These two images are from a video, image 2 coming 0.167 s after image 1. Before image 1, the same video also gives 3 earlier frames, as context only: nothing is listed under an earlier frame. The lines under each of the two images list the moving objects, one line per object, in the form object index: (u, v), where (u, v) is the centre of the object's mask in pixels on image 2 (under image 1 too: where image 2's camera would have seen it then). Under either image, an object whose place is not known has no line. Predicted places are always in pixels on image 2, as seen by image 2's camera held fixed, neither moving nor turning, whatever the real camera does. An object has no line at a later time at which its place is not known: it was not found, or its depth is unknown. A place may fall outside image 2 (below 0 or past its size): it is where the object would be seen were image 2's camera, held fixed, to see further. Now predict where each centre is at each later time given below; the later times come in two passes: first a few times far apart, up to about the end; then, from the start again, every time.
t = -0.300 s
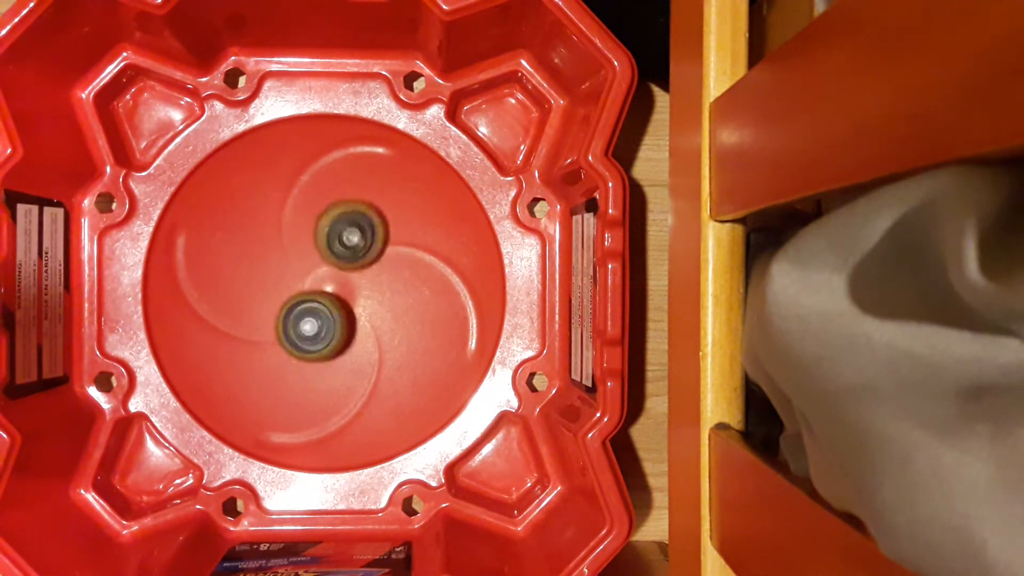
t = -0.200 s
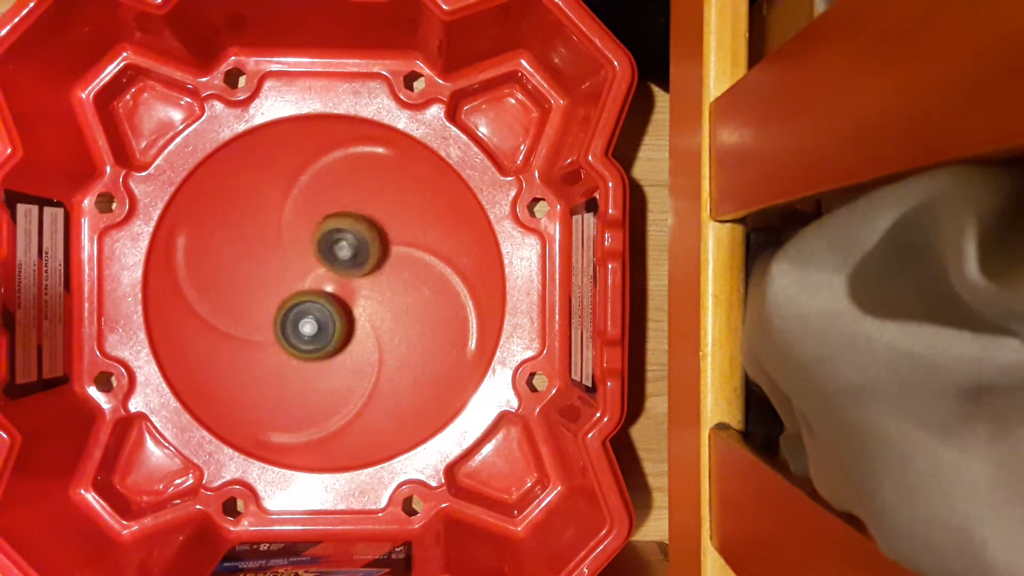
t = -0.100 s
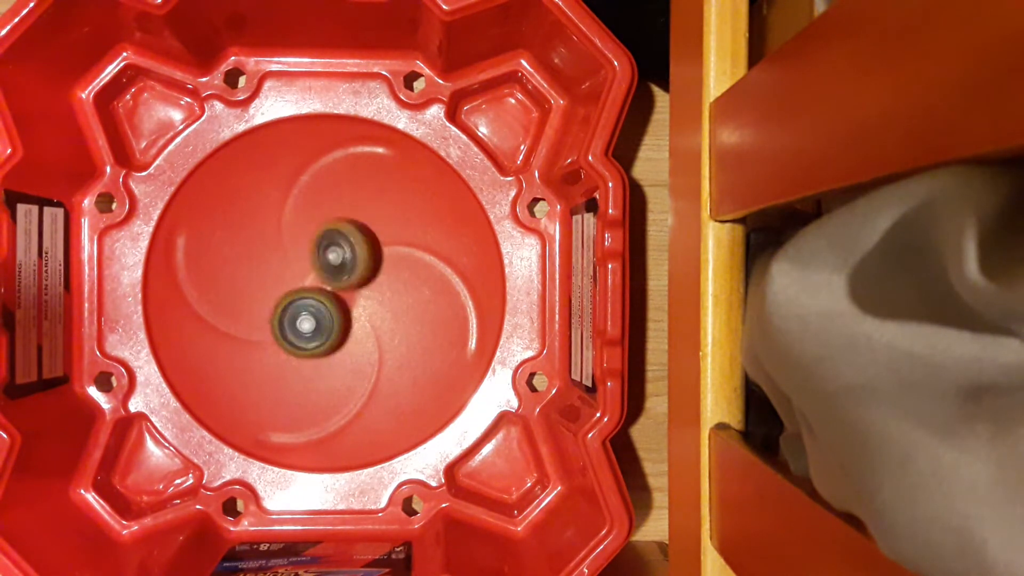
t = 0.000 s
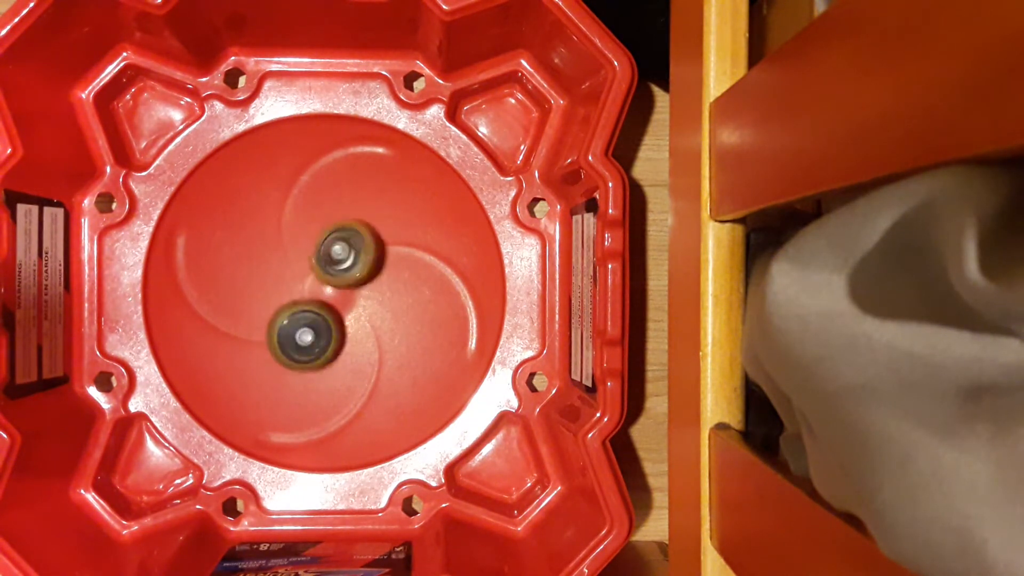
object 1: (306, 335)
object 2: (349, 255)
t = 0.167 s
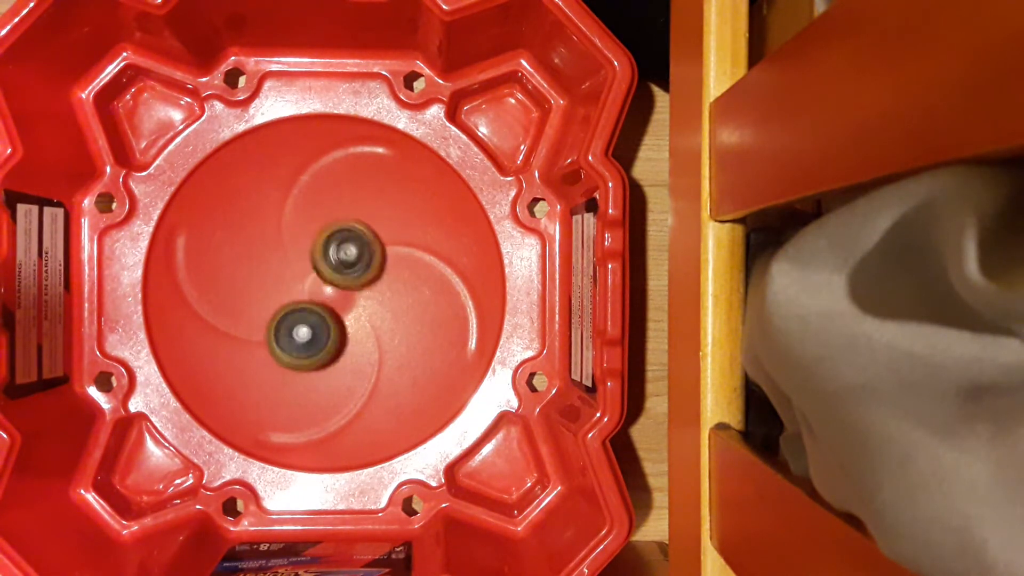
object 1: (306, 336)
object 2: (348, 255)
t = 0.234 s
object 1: (309, 333)
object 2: (348, 259)
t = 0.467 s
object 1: (319, 333)
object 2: (352, 261)
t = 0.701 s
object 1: (320, 338)
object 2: (356, 252)
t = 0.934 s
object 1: (316, 321)
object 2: (362, 264)
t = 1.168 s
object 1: (306, 320)
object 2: (362, 265)
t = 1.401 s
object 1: (314, 323)
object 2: (364, 260)
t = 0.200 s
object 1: (307, 335)
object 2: (348, 257)
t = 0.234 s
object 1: (309, 333)
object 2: (348, 259)
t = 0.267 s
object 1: (311, 332)
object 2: (348, 264)
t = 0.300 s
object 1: (315, 330)
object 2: (346, 267)
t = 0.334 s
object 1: (315, 330)
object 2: (347, 267)
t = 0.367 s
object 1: (316, 332)
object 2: (350, 266)
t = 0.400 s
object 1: (318, 333)
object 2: (350, 266)
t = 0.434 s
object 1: (320, 331)
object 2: (350, 266)
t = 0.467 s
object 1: (319, 333)
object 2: (352, 261)
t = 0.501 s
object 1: (320, 339)
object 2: (355, 253)
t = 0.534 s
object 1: (322, 340)
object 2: (357, 248)
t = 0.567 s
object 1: (323, 339)
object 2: (358, 246)
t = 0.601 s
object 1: (322, 338)
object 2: (358, 246)
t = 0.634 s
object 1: (321, 339)
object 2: (357, 248)
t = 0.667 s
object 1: (320, 339)
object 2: (356, 249)
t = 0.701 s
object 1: (320, 338)
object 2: (356, 252)
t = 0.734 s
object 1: (321, 336)
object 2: (357, 254)
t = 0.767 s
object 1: (323, 334)
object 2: (357, 257)
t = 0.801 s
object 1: (322, 331)
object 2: (359, 260)
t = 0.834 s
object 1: (320, 328)
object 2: (360, 261)
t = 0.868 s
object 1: (319, 325)
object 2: (362, 262)
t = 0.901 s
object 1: (318, 322)
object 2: (363, 263)
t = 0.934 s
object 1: (316, 321)
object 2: (362, 264)
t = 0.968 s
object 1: (314, 321)
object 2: (362, 264)
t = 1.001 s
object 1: (313, 321)
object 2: (362, 265)
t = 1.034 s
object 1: (312, 321)
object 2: (363, 265)
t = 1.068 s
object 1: (309, 320)
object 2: (362, 265)
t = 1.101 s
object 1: (307, 320)
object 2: (362, 265)
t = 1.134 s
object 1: (305, 320)
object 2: (362, 265)
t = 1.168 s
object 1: (306, 320)
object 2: (362, 265)
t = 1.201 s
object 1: (308, 320)
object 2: (362, 265)
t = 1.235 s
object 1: (309, 319)
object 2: (362, 265)
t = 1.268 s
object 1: (309, 319)
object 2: (362, 265)
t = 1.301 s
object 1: (310, 320)
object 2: (362, 265)
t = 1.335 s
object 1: (313, 321)
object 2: (362, 265)
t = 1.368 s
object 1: (315, 321)
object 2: (363, 263)
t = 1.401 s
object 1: (314, 323)
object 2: (364, 260)
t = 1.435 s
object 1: (314, 324)
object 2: (364, 259)
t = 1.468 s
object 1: (313, 324)
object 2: (364, 260)
